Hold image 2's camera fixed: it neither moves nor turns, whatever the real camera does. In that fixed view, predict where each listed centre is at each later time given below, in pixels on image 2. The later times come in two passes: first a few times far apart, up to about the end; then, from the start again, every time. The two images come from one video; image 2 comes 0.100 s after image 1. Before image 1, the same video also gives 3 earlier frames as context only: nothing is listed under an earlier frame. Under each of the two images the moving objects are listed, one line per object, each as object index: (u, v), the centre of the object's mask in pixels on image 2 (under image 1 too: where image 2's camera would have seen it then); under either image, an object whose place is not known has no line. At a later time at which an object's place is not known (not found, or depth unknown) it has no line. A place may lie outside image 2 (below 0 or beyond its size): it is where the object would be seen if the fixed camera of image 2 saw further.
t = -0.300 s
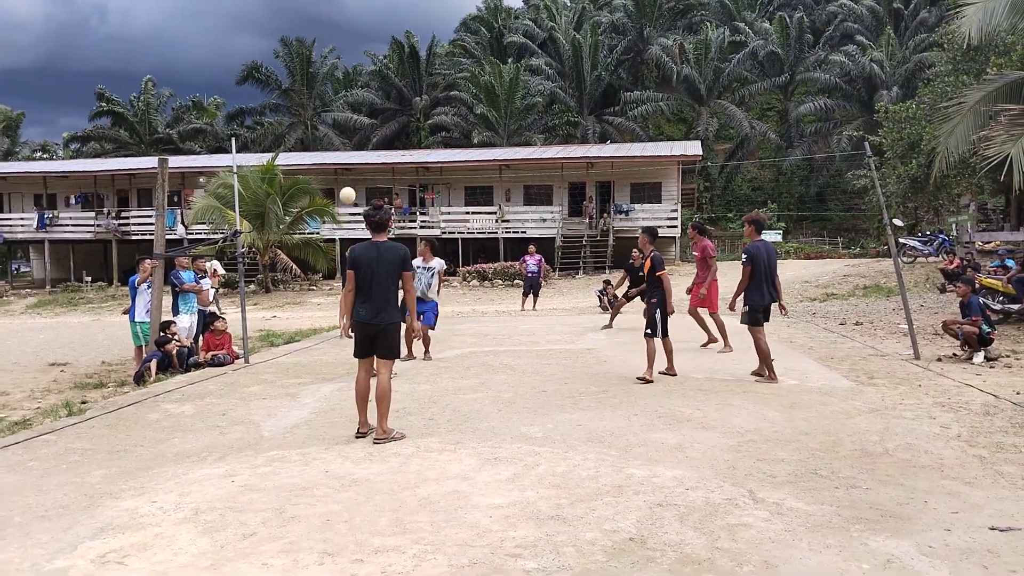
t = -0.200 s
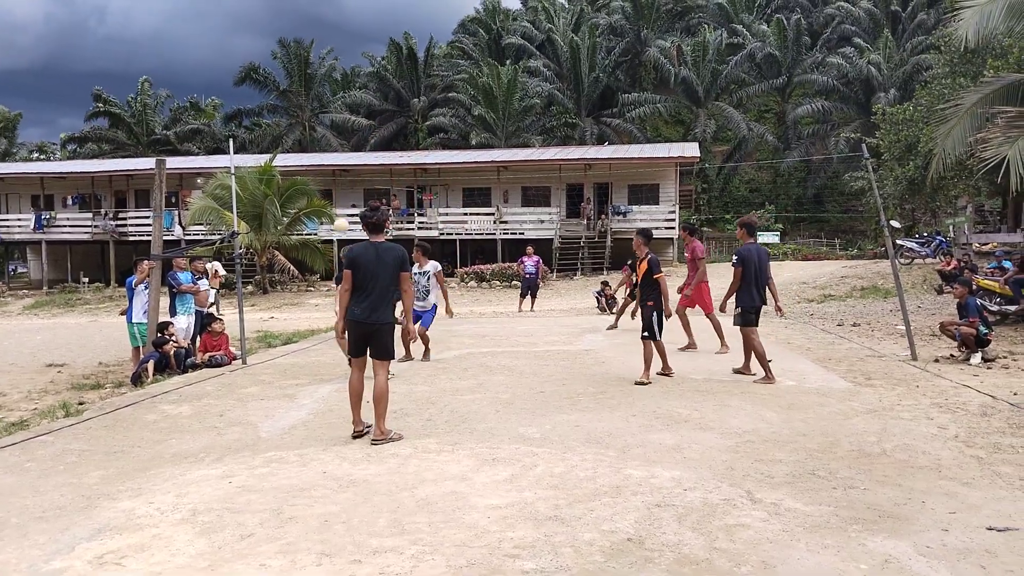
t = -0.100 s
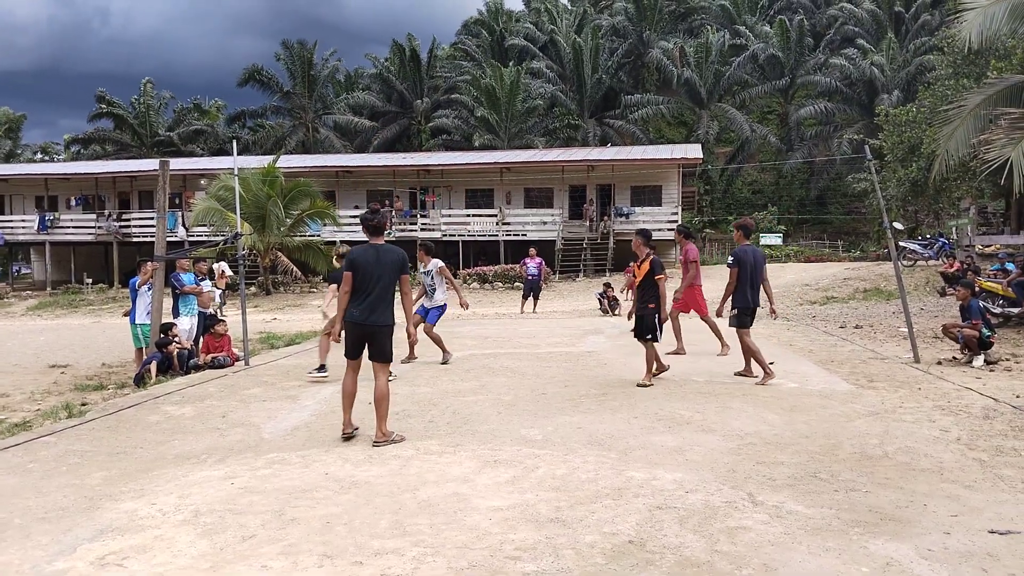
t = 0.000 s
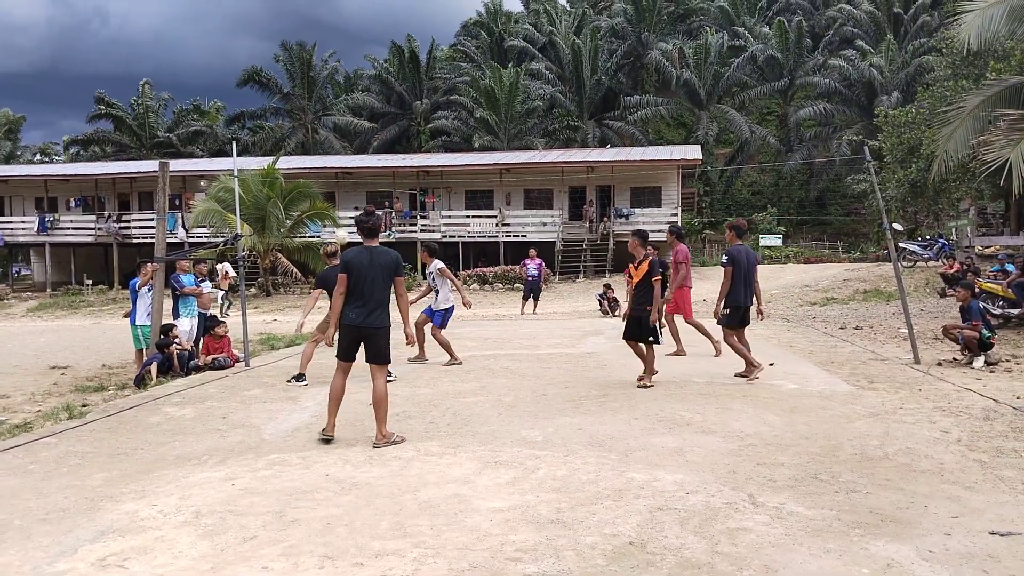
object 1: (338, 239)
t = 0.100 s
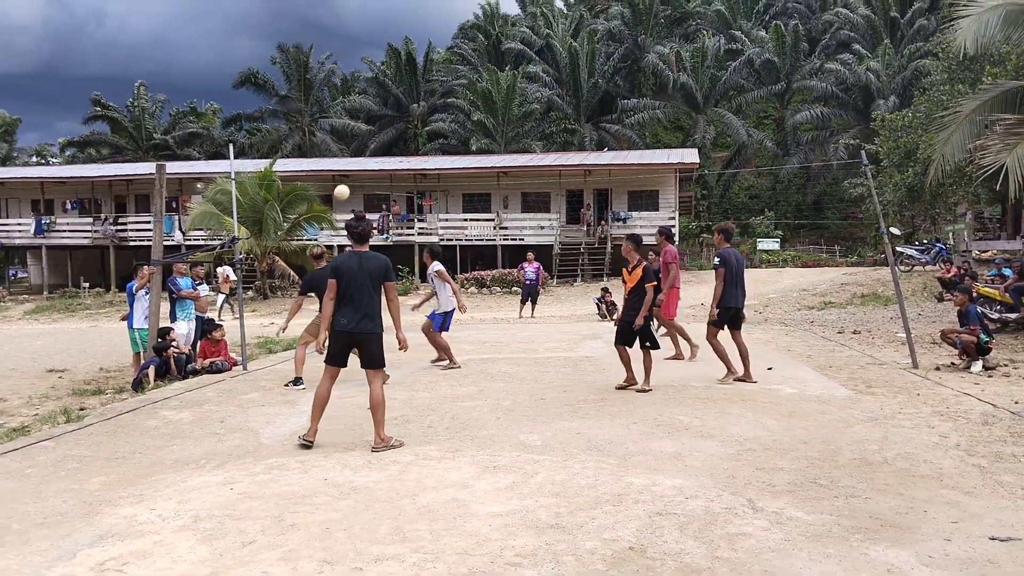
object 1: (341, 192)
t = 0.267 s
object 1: (349, 126)
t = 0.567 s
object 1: (362, 45)
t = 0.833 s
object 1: (375, 23)
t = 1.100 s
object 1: (388, 52)
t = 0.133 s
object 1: (343, 178)
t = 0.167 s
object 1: (345, 163)
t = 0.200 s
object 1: (346, 150)
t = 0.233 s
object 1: (347, 138)
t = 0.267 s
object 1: (349, 126)
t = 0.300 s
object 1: (351, 114)
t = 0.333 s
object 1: (352, 103)
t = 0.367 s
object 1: (353, 92)
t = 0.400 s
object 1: (355, 84)
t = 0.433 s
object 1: (356, 74)
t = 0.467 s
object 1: (358, 66)
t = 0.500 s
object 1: (359, 58)
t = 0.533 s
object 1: (360, 51)
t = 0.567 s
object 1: (362, 45)
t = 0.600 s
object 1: (365, 39)
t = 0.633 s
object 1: (366, 35)
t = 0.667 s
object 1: (367, 31)
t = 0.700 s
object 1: (367, 28)
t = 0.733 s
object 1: (369, 25)
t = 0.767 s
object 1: (371, 23)
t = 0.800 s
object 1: (373, 23)
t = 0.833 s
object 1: (375, 23)
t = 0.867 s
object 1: (377, 24)
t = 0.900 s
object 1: (380, 25)
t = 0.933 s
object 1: (381, 28)
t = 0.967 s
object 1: (382, 31)
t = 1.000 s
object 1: (383, 35)
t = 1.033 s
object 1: (384, 40)
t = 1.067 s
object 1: (386, 46)
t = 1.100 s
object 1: (388, 52)
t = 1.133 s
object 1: (390, 61)
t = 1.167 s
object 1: (392, 69)
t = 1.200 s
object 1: (395, 80)
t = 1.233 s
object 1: (396, 90)
